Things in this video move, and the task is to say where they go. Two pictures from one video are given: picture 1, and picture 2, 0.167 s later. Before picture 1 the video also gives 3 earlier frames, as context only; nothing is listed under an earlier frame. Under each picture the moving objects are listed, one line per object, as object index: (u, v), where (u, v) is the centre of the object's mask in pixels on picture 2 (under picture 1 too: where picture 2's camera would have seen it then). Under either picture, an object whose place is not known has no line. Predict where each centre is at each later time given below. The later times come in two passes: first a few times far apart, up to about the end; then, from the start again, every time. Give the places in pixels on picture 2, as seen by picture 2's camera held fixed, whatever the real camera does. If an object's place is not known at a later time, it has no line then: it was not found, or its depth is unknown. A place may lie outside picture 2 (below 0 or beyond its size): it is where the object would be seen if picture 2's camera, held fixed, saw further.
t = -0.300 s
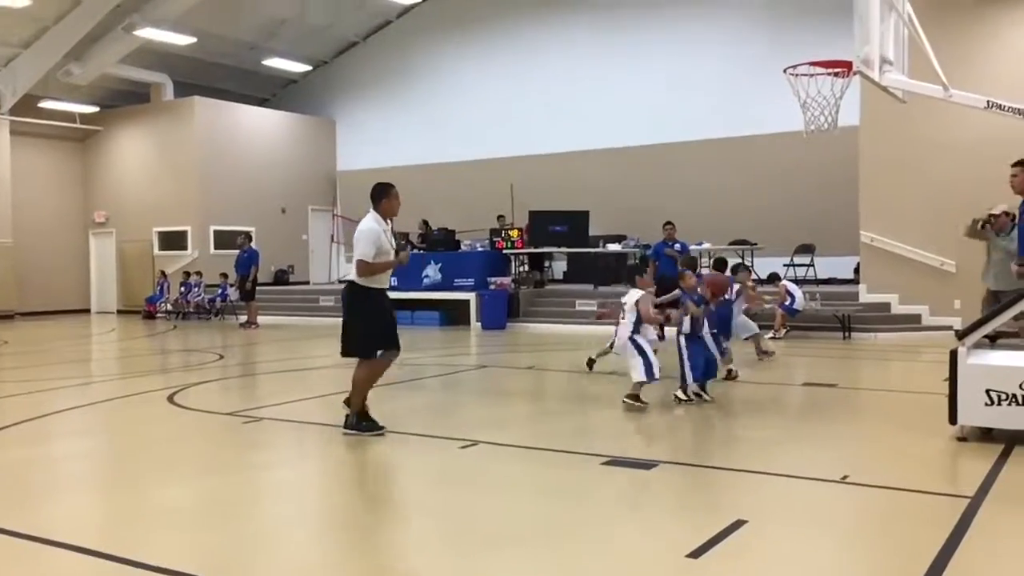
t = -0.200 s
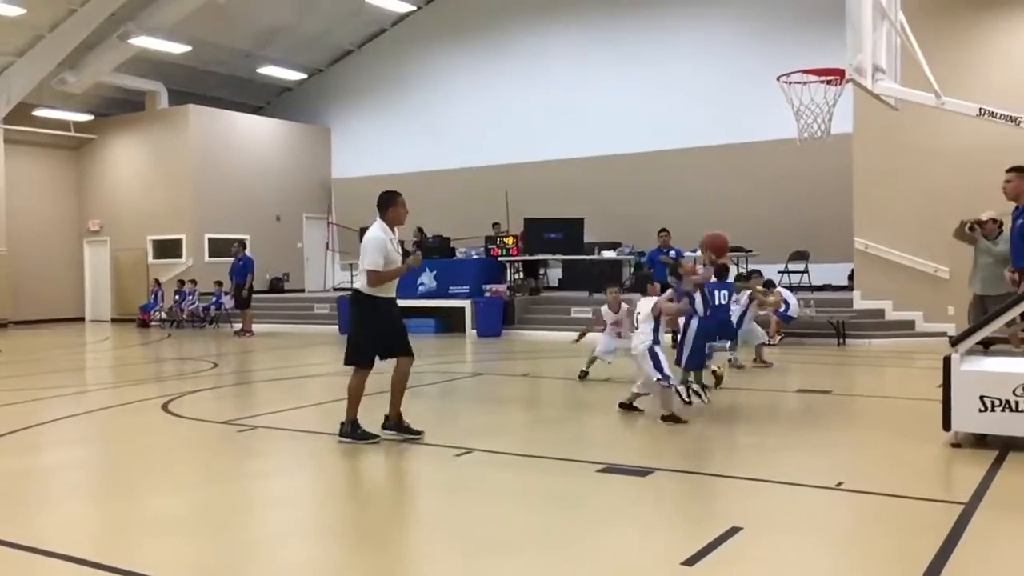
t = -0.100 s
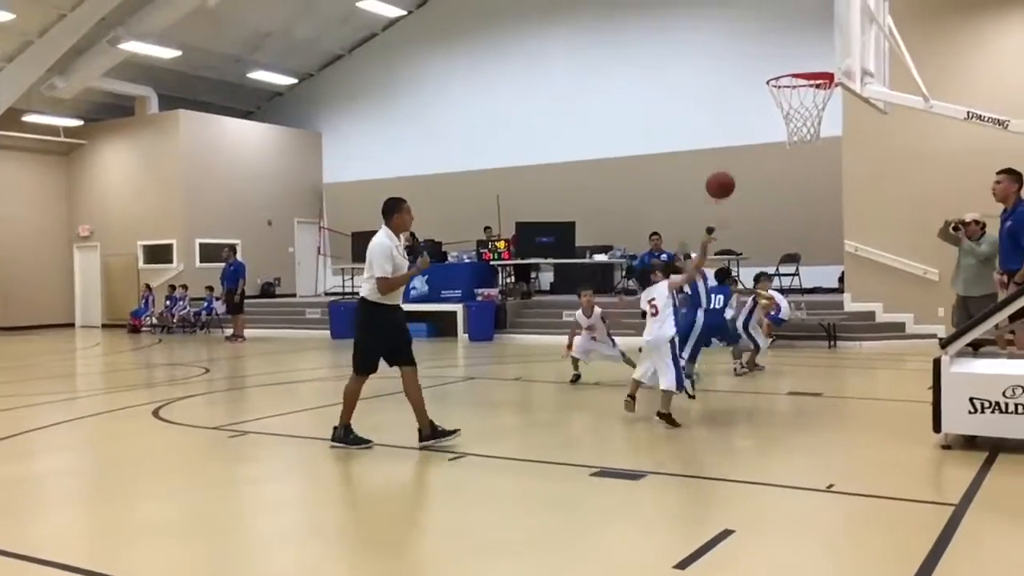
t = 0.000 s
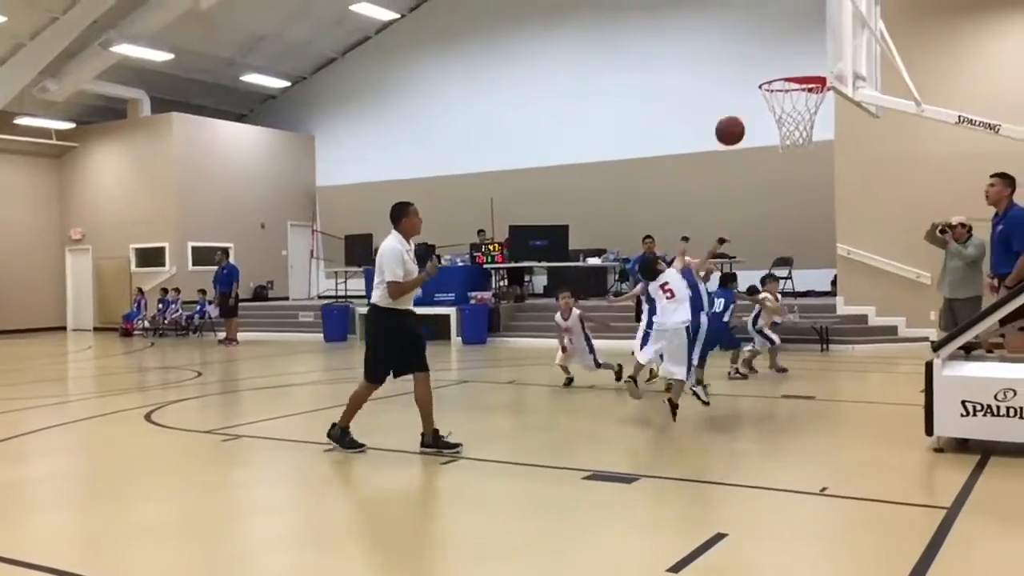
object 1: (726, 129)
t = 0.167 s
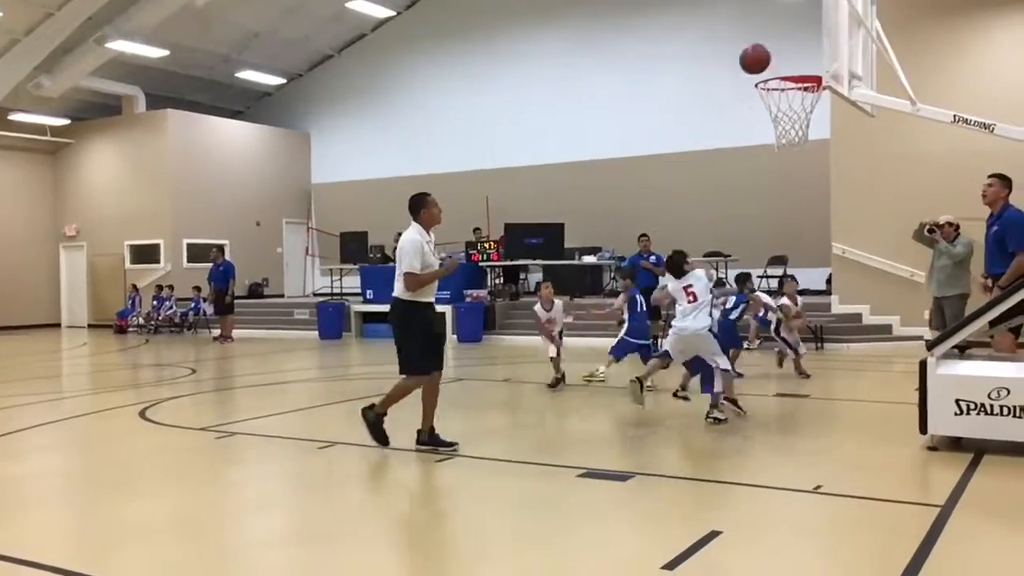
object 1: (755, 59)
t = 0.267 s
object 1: (773, 33)
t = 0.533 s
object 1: (816, 28)
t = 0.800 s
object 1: (770, 79)
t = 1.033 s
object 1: (796, 64)
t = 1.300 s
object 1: (786, 92)
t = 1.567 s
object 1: (800, 118)
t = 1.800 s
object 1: (793, 157)
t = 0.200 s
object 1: (761, 49)
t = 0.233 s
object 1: (767, 40)
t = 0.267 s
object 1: (773, 33)
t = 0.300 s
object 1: (780, 27)
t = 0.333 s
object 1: (786, 22)
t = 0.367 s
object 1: (793, 21)
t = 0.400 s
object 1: (799, 21)
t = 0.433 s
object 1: (805, 21)
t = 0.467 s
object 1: (810, 23)
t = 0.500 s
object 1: (813, 25)
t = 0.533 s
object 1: (816, 28)
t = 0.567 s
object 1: (818, 34)
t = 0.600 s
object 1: (816, 42)
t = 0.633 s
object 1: (813, 51)
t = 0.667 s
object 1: (810, 61)
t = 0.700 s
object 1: (804, 64)
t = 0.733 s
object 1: (792, 66)
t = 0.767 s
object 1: (780, 74)
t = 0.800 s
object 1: (770, 79)
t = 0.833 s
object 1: (778, 76)
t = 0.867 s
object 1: (787, 69)
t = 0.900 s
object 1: (797, 67)
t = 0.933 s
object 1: (806, 72)
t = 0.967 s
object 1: (807, 72)
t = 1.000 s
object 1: (802, 65)
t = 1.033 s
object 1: (796, 64)
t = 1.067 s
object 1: (791, 65)
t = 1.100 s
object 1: (785, 66)
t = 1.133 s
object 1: (779, 70)
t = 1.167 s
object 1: (778, 74)
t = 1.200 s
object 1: (779, 75)
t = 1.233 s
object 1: (782, 78)
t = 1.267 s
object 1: (784, 83)
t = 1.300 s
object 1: (786, 92)
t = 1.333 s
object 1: (789, 97)
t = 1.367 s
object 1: (791, 102)
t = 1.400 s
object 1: (792, 105)
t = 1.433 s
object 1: (795, 108)
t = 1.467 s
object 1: (797, 111)
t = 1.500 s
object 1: (798, 113)
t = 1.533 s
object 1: (799, 115)
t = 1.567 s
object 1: (800, 118)
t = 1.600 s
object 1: (800, 121)
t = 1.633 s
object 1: (799, 126)
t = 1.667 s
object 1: (798, 131)
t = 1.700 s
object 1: (798, 136)
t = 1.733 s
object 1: (797, 142)
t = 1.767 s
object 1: (795, 149)
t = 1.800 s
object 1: (793, 157)
